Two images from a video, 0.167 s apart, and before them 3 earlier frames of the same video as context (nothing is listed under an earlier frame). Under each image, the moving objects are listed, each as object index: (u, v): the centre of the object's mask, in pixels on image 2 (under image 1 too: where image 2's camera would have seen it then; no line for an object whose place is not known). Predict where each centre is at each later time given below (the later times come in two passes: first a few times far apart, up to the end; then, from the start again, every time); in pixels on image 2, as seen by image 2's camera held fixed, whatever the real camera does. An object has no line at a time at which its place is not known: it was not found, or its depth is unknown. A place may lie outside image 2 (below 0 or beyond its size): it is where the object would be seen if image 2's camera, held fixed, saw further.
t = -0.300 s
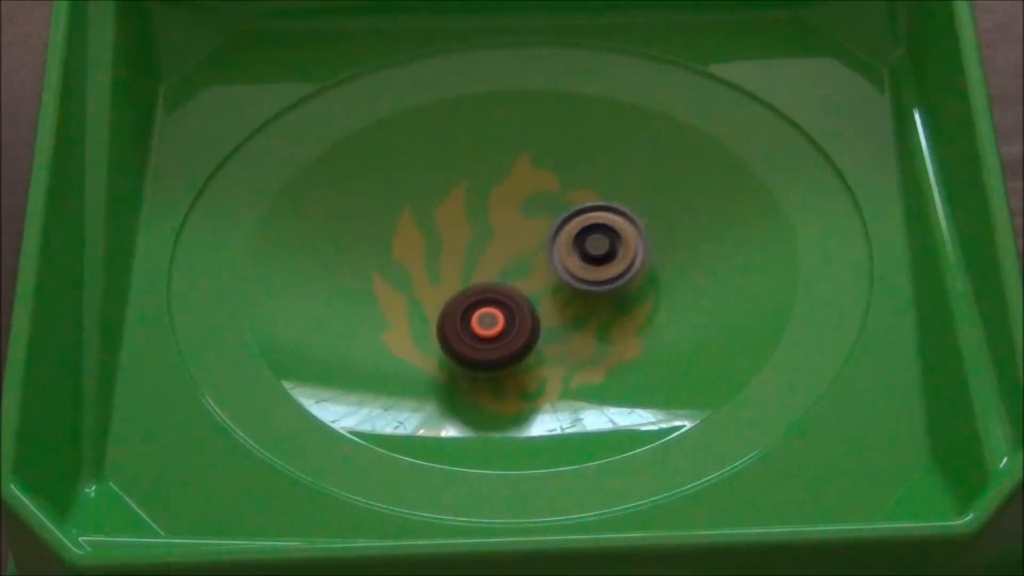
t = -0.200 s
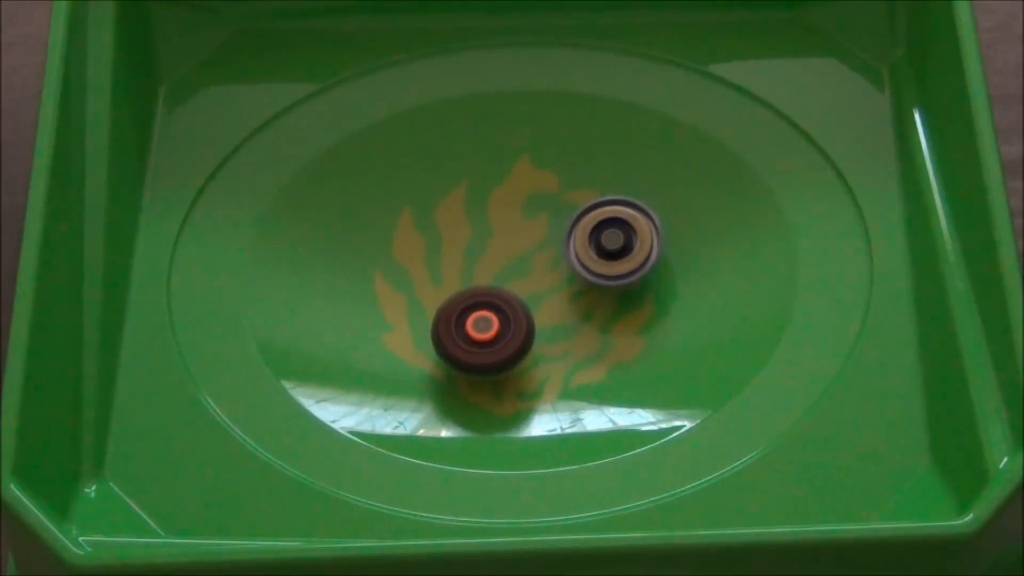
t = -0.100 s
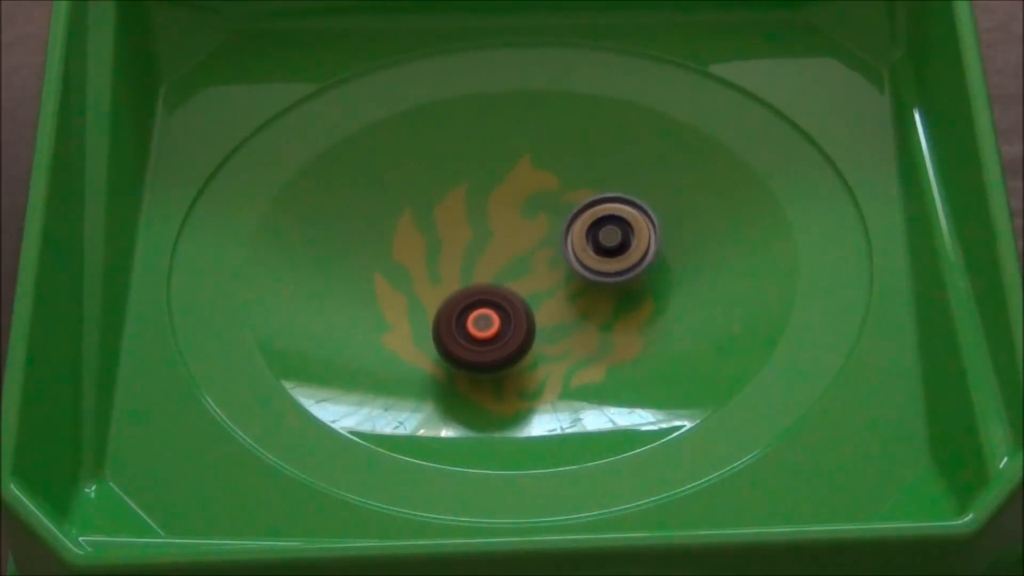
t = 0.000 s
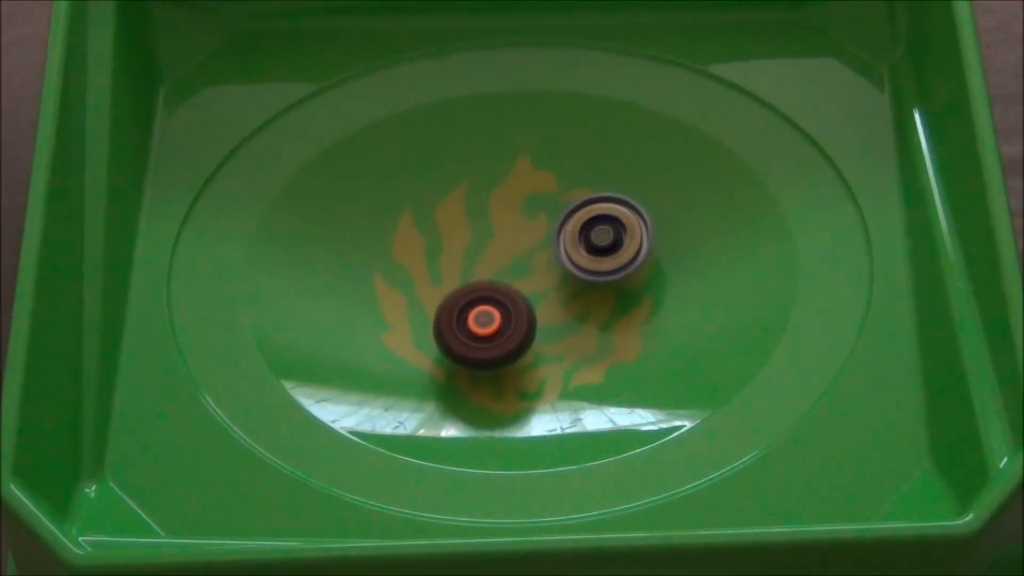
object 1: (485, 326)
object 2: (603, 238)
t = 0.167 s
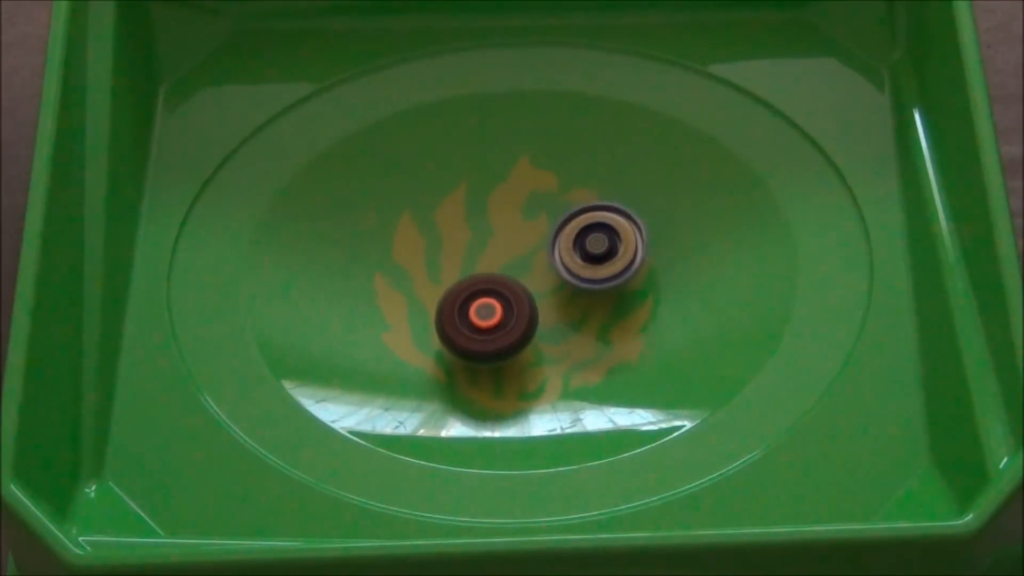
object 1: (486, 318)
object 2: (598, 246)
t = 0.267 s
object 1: (488, 311)
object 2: (598, 253)
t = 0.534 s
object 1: (477, 287)
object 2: (608, 270)
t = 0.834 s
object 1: (473, 268)
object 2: (596, 283)
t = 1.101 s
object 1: (475, 263)
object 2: (575, 299)
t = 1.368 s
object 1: (423, 204)
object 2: (589, 321)
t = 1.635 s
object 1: (578, 222)
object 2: (564, 311)
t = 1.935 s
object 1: (622, 285)
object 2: (522, 348)
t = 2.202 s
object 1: (597, 302)
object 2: (491, 337)
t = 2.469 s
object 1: (592, 303)
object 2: (456, 322)
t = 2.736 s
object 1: (585, 304)
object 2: (437, 299)
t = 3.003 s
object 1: (577, 306)
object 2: (432, 271)
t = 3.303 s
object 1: (567, 309)
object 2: (442, 235)
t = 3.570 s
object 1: (562, 312)
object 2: (462, 212)
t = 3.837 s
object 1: (558, 313)
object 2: (493, 199)
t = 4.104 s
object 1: (556, 314)
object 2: (526, 195)
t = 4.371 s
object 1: (553, 315)
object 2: (561, 205)
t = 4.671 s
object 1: (547, 313)
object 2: (591, 228)
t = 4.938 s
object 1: (450, 355)
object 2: (602, 190)
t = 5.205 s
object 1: (453, 307)
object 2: (570, 229)
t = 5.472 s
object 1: (459, 299)
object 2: (570, 267)
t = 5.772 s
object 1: (413, 252)
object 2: (615, 319)
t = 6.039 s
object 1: (454, 214)
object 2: (593, 311)
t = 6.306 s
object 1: (466, 214)
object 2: (548, 319)
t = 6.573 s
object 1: (476, 218)
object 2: (494, 328)
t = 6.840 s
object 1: (486, 223)
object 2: (448, 316)
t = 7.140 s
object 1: (532, 209)
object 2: (421, 305)
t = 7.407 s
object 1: (543, 212)
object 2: (435, 278)
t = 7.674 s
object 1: (548, 218)
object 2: (442, 231)
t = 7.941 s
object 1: (582, 225)
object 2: (435, 217)
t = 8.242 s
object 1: (589, 236)
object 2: (452, 219)
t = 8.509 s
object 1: (580, 252)
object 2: (489, 211)
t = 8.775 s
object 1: (625, 301)
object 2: (455, 200)
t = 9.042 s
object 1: (591, 302)
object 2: (475, 220)
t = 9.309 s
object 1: (585, 306)
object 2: (500, 236)
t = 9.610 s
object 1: (594, 320)
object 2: (476, 230)
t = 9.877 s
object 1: (575, 315)
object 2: (475, 245)
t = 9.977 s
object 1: (569, 314)
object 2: (475, 252)
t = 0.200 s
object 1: (487, 316)
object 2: (598, 248)
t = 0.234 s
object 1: (488, 314)
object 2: (598, 251)
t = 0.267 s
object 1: (488, 311)
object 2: (598, 253)
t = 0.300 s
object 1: (489, 308)
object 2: (597, 256)
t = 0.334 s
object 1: (489, 305)
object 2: (596, 258)
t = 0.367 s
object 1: (490, 302)
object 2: (596, 261)
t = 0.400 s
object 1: (491, 299)
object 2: (595, 263)
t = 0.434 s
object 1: (492, 296)
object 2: (594, 266)
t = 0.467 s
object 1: (486, 293)
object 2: (600, 267)
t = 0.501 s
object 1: (480, 290)
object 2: (606, 268)
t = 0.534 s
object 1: (477, 287)
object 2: (608, 270)
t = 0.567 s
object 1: (475, 285)
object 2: (609, 271)
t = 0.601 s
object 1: (474, 282)
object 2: (608, 272)
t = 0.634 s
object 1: (473, 280)
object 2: (606, 272)
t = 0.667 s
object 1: (472, 278)
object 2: (604, 273)
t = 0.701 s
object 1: (472, 276)
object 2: (602, 275)
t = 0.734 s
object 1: (472, 273)
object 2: (601, 277)
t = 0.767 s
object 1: (472, 272)
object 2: (600, 279)
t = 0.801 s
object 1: (472, 270)
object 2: (598, 280)
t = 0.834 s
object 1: (473, 268)
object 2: (596, 283)
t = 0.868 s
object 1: (473, 267)
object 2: (595, 285)
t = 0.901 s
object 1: (473, 266)
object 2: (592, 288)
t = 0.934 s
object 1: (473, 265)
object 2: (590, 290)
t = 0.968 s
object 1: (474, 264)
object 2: (588, 292)
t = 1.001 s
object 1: (474, 264)
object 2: (585, 294)
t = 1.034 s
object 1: (475, 263)
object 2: (581, 296)
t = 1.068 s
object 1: (475, 263)
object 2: (578, 297)
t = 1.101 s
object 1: (475, 263)
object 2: (575, 299)
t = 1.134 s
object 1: (476, 262)
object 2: (571, 300)
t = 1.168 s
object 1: (476, 261)
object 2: (569, 302)
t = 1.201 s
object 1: (463, 254)
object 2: (578, 311)
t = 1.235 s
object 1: (449, 246)
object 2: (586, 318)
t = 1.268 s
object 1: (437, 238)
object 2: (591, 323)
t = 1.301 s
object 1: (428, 228)
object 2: (593, 324)
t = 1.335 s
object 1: (423, 217)
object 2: (592, 323)
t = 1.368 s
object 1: (423, 204)
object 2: (589, 321)
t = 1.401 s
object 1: (429, 192)
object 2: (586, 319)
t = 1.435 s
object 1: (442, 182)
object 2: (583, 316)
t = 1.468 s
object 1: (459, 175)
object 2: (579, 314)
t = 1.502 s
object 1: (483, 174)
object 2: (575, 313)
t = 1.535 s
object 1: (509, 178)
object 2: (573, 312)
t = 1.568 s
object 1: (536, 190)
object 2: (570, 312)
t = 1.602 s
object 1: (560, 206)
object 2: (567, 311)
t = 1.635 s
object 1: (578, 222)
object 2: (564, 311)
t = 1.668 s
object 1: (594, 228)
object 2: (558, 324)
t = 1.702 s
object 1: (608, 230)
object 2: (550, 338)
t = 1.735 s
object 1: (618, 236)
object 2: (544, 346)
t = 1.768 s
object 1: (623, 244)
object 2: (540, 350)
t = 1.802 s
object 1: (625, 255)
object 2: (538, 350)
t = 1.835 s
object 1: (623, 266)
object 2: (537, 348)
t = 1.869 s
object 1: (619, 277)
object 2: (537, 345)
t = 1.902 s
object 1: (619, 283)
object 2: (531, 346)
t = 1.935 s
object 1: (622, 285)
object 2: (522, 348)
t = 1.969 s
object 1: (622, 290)
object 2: (517, 348)
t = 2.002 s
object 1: (620, 294)
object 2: (515, 346)
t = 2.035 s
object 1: (616, 297)
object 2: (513, 343)
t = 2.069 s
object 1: (612, 299)
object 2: (511, 341)
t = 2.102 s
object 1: (607, 300)
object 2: (507, 340)
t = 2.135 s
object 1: (603, 301)
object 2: (502, 339)
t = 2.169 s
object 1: (599, 301)
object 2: (497, 338)
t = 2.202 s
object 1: (597, 302)
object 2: (491, 337)
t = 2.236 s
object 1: (596, 302)
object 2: (486, 336)
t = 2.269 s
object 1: (595, 302)
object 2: (480, 334)
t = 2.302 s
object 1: (595, 302)
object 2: (475, 333)
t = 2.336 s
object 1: (594, 302)
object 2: (471, 331)
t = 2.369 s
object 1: (594, 302)
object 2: (466, 329)
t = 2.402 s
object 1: (593, 303)
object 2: (463, 327)
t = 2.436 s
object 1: (592, 303)
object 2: (459, 324)
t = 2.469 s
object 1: (592, 303)
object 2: (456, 322)
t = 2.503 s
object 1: (591, 303)
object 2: (453, 319)
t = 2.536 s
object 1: (590, 303)
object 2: (450, 316)
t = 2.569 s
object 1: (589, 303)
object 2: (447, 314)
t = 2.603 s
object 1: (589, 303)
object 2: (444, 311)
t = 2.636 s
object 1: (588, 303)
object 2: (442, 308)
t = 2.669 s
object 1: (587, 303)
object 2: (441, 305)
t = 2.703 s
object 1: (586, 304)
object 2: (438, 302)
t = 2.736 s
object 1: (585, 304)
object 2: (437, 299)
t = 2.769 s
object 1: (584, 304)
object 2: (436, 295)
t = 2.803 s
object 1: (583, 304)
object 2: (435, 292)
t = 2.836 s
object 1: (582, 304)
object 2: (434, 289)
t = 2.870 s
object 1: (581, 304)
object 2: (433, 285)
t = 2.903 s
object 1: (580, 305)
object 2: (432, 282)
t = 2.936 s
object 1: (579, 305)
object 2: (432, 278)
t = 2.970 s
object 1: (578, 305)
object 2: (431, 274)
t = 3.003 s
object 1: (577, 306)
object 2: (432, 271)
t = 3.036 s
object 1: (575, 306)
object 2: (432, 267)
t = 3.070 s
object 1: (574, 306)
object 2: (433, 263)
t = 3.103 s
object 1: (573, 307)
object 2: (433, 259)
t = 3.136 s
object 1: (572, 307)
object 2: (434, 255)
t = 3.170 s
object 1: (571, 307)
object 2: (435, 251)
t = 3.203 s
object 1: (570, 308)
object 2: (437, 247)
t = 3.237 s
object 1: (569, 308)
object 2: (438, 243)
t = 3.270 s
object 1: (568, 309)
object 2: (440, 239)
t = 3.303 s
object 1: (567, 309)
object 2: (442, 235)
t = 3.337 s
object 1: (566, 310)
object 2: (444, 232)
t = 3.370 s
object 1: (565, 310)
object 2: (446, 228)
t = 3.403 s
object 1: (565, 310)
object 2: (449, 225)
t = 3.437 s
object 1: (564, 311)
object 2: (451, 222)
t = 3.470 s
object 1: (563, 311)
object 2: (454, 219)
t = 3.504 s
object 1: (563, 311)
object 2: (456, 216)
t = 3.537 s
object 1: (562, 312)
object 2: (459, 214)
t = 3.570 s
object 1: (562, 312)
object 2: (462, 212)
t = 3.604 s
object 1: (561, 312)
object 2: (465, 210)
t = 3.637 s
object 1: (561, 312)
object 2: (469, 208)
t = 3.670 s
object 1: (560, 313)
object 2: (472, 206)
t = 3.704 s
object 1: (560, 313)
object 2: (476, 205)
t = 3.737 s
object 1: (559, 313)
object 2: (480, 203)
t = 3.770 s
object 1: (559, 313)
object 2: (484, 202)
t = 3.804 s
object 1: (558, 313)
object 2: (488, 201)
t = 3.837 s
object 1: (558, 313)
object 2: (493, 199)
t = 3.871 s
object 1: (558, 313)
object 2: (497, 198)
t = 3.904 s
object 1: (558, 314)
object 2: (502, 197)
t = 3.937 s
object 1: (558, 314)
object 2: (505, 196)
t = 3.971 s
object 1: (557, 314)
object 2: (509, 195)
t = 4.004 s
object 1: (557, 314)
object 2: (513, 195)
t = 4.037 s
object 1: (557, 314)
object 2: (517, 195)
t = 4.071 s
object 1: (556, 314)
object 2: (522, 194)
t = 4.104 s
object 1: (556, 314)
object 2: (526, 195)
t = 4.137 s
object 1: (556, 314)
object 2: (530, 195)
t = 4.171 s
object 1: (556, 315)
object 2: (535, 196)
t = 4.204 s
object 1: (555, 314)
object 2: (539, 198)
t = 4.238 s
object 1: (555, 314)
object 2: (544, 198)
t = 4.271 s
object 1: (554, 314)
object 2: (548, 200)
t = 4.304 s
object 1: (554, 314)
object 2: (552, 201)
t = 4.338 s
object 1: (554, 314)
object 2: (557, 203)
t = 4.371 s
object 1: (553, 315)
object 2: (561, 205)
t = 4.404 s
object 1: (552, 314)
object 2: (565, 207)
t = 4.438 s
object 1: (552, 314)
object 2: (569, 209)
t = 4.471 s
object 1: (551, 314)
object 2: (573, 211)
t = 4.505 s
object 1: (551, 314)
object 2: (577, 213)
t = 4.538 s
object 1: (550, 313)
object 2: (580, 216)
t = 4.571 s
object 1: (550, 313)
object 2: (583, 219)
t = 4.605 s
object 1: (549, 313)
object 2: (586, 222)
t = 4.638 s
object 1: (548, 313)
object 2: (588, 225)
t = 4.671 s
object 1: (547, 313)
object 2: (591, 228)
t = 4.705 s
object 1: (537, 328)
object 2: (601, 218)
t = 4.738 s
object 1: (524, 343)
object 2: (611, 203)
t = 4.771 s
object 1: (512, 356)
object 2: (617, 192)
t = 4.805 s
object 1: (497, 363)
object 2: (619, 186)
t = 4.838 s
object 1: (481, 366)
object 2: (618, 183)
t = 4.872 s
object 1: (467, 365)
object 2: (614, 184)
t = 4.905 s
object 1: (457, 361)
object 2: (608, 186)
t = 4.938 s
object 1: (450, 355)
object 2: (602, 190)
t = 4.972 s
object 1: (445, 349)
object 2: (595, 196)
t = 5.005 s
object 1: (444, 341)
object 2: (589, 201)
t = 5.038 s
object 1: (444, 334)
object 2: (582, 206)
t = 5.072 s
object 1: (445, 326)
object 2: (577, 212)
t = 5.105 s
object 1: (447, 320)
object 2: (573, 216)
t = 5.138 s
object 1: (449, 314)
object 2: (571, 221)
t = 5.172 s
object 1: (451, 310)
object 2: (570, 225)
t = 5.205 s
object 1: (453, 307)
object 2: (570, 229)
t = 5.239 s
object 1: (454, 305)
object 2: (570, 234)
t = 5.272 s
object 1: (454, 304)
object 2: (570, 238)
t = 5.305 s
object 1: (455, 303)
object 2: (571, 243)
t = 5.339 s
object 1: (456, 302)
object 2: (571, 248)
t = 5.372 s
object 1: (456, 301)
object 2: (571, 252)
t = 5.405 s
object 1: (457, 301)
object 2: (571, 257)
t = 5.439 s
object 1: (458, 300)
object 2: (571, 262)
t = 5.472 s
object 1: (459, 299)
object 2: (570, 267)
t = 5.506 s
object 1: (460, 298)
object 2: (569, 272)
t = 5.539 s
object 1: (462, 297)
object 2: (568, 276)
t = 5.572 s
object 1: (463, 296)
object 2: (568, 281)
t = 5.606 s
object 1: (460, 294)
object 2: (570, 286)
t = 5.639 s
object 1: (444, 286)
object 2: (587, 298)
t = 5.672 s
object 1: (430, 279)
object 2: (600, 308)
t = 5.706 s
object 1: (420, 272)
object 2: (609, 314)
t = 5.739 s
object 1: (415, 262)
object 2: (613, 318)
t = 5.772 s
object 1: (413, 252)
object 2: (615, 319)
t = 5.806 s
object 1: (415, 241)
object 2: (615, 319)
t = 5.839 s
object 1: (419, 233)
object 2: (614, 319)
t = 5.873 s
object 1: (425, 225)
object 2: (611, 317)
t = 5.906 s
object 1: (431, 220)
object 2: (609, 316)
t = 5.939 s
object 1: (439, 216)
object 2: (606, 314)
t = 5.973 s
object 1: (445, 215)
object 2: (603, 313)
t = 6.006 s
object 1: (450, 214)
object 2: (598, 312)
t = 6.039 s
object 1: (454, 214)
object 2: (593, 311)
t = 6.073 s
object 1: (457, 213)
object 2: (587, 310)
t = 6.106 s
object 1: (458, 213)
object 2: (581, 311)
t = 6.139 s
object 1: (460, 213)
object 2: (575, 312)
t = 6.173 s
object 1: (461, 213)
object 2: (570, 313)
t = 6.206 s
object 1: (462, 213)
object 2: (564, 315)
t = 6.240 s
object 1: (464, 214)
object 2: (559, 316)
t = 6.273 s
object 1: (465, 214)
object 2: (553, 318)
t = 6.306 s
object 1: (466, 214)
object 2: (548, 319)
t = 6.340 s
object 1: (467, 215)
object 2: (542, 322)
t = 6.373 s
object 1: (469, 215)
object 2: (535, 324)
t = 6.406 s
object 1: (470, 216)
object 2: (528, 325)
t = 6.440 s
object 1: (471, 216)
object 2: (520, 327)
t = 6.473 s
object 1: (472, 217)
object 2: (514, 327)
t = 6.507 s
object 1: (474, 217)
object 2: (507, 328)
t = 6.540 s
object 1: (475, 217)
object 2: (500, 328)
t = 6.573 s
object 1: (476, 218)
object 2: (494, 328)
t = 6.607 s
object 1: (478, 218)
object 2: (487, 328)
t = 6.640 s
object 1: (479, 219)
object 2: (481, 327)
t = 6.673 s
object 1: (480, 219)
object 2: (474, 326)
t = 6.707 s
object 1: (482, 220)
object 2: (468, 324)
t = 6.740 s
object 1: (483, 220)
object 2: (462, 323)
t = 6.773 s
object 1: (483, 221)
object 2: (456, 320)
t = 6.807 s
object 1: (485, 222)
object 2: (451, 318)
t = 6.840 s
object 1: (486, 223)
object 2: (448, 316)
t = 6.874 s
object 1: (487, 224)
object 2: (445, 313)
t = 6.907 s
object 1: (488, 225)
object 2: (444, 310)
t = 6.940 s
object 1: (489, 226)
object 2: (442, 307)
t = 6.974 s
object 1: (490, 226)
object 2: (441, 305)
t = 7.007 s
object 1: (500, 221)
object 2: (433, 308)
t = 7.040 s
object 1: (510, 216)
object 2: (426, 309)
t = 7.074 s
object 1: (520, 212)
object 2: (423, 309)
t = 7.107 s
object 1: (527, 210)
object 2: (421, 307)
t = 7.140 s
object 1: (532, 209)
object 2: (421, 305)
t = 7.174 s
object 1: (535, 208)
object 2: (421, 302)
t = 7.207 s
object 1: (537, 209)
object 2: (423, 299)
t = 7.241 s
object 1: (539, 209)
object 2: (424, 296)
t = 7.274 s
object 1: (540, 210)
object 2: (426, 293)
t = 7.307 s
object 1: (541, 210)
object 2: (428, 289)
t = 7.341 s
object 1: (542, 211)
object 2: (431, 286)
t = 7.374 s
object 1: (543, 211)
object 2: (433, 282)
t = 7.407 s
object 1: (543, 212)
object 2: (435, 278)
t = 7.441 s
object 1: (544, 213)
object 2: (436, 273)
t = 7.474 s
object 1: (544, 214)
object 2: (436, 268)
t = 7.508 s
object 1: (544, 214)
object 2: (437, 262)
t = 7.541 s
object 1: (544, 216)
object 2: (439, 255)
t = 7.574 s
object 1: (544, 216)
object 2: (440, 249)
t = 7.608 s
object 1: (543, 217)
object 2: (442, 242)
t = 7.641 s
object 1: (543, 218)
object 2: (444, 236)
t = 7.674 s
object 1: (548, 218)
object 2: (442, 231)
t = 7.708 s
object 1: (550, 219)
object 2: (441, 228)
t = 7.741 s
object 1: (552, 219)
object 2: (443, 225)
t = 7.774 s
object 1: (553, 220)
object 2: (445, 224)
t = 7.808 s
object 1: (553, 221)
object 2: (447, 222)
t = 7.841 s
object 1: (553, 222)
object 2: (450, 221)
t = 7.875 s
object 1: (560, 223)
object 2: (446, 219)
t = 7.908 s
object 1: (573, 224)
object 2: (438, 218)
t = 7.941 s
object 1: (582, 225)
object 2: (435, 217)
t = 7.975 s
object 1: (589, 226)
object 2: (434, 216)
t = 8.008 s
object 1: (593, 227)
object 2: (435, 216)
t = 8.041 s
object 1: (594, 228)
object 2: (436, 216)
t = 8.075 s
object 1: (595, 228)
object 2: (437, 217)
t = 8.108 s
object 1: (594, 230)
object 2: (439, 217)
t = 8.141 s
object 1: (593, 231)
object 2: (441, 218)
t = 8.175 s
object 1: (592, 233)
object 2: (445, 218)
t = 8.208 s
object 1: (591, 234)
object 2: (448, 219)
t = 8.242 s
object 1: (589, 236)
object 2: (452, 219)
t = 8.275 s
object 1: (587, 238)
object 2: (456, 219)
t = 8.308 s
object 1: (586, 239)
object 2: (460, 218)
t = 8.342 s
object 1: (584, 241)
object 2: (465, 217)
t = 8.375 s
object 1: (582, 243)
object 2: (471, 217)
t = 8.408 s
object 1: (580, 244)
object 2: (476, 215)
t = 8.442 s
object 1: (579, 245)
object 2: (482, 215)
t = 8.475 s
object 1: (580, 249)
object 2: (485, 213)
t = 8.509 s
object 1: (580, 252)
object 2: (489, 211)
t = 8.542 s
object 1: (591, 261)
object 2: (482, 203)
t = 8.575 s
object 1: (607, 272)
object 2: (473, 194)
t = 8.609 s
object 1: (618, 281)
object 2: (467, 190)
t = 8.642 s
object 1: (626, 288)
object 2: (464, 190)
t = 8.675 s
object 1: (630, 293)
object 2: (461, 192)
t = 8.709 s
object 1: (630, 297)
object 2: (459, 194)
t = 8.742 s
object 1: (629, 300)
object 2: (457, 197)
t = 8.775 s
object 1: (625, 301)
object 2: (455, 200)
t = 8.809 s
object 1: (622, 303)
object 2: (455, 204)
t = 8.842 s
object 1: (618, 303)
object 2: (455, 207)
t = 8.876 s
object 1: (613, 303)
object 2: (456, 211)
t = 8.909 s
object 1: (608, 304)
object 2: (458, 213)
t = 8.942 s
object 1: (603, 303)
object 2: (462, 215)
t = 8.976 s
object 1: (598, 303)
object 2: (466, 217)
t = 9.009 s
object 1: (594, 302)
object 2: (470, 219)
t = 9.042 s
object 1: (591, 302)
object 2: (475, 220)
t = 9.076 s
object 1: (589, 302)
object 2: (479, 223)
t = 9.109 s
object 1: (586, 302)
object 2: (483, 225)
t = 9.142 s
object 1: (585, 302)
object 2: (488, 228)
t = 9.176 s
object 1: (583, 301)
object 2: (491, 230)
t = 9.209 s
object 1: (582, 301)
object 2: (496, 233)
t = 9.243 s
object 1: (580, 301)
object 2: (499, 235)
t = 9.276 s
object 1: (578, 301)
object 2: (503, 238)
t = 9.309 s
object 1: (585, 306)
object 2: (500, 236)
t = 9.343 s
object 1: (597, 315)
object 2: (490, 229)
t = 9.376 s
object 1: (606, 321)
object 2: (484, 224)
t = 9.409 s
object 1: (611, 325)
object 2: (480, 222)
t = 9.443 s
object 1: (613, 326)
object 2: (479, 222)
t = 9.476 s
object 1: (611, 325)
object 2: (478, 223)
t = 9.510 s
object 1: (608, 324)
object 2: (478, 224)
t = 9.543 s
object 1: (604, 323)
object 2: (477, 226)
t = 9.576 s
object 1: (599, 322)
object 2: (477, 228)
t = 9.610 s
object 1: (594, 320)
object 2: (476, 230)
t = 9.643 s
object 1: (590, 319)
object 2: (476, 231)
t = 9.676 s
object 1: (586, 317)
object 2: (476, 233)
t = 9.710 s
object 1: (583, 317)
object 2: (476, 235)
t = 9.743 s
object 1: (581, 316)
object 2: (476, 237)
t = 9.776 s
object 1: (580, 316)
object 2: (476, 239)
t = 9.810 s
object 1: (578, 316)
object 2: (476, 241)
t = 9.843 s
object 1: (577, 315)
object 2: (475, 243)
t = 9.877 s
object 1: (575, 315)
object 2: (475, 245)
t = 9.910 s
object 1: (573, 315)
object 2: (475, 247)
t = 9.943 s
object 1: (571, 314)
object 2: (475, 250)
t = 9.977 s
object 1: (569, 314)
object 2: (475, 252)
